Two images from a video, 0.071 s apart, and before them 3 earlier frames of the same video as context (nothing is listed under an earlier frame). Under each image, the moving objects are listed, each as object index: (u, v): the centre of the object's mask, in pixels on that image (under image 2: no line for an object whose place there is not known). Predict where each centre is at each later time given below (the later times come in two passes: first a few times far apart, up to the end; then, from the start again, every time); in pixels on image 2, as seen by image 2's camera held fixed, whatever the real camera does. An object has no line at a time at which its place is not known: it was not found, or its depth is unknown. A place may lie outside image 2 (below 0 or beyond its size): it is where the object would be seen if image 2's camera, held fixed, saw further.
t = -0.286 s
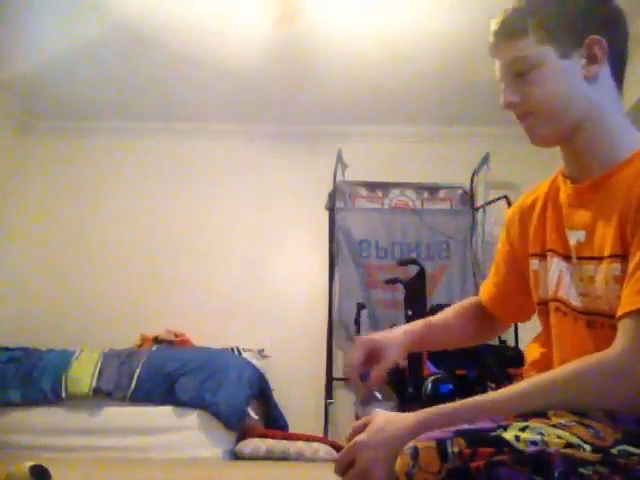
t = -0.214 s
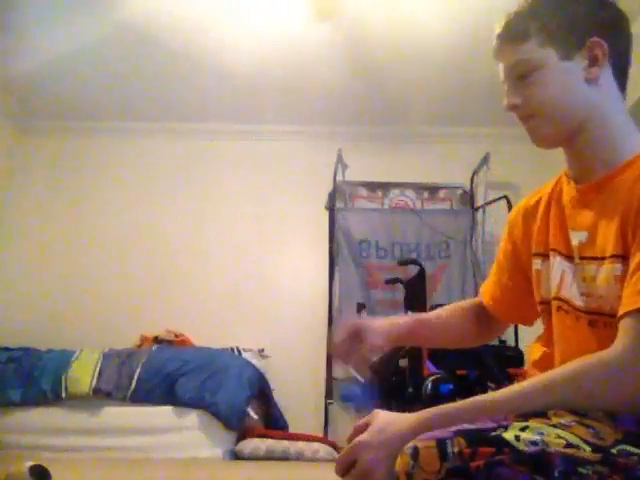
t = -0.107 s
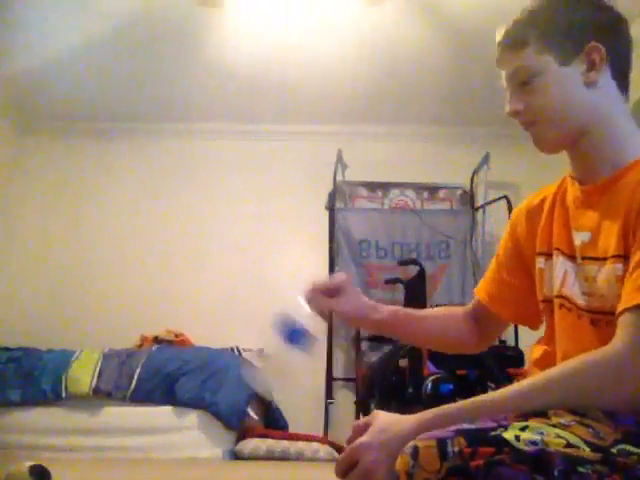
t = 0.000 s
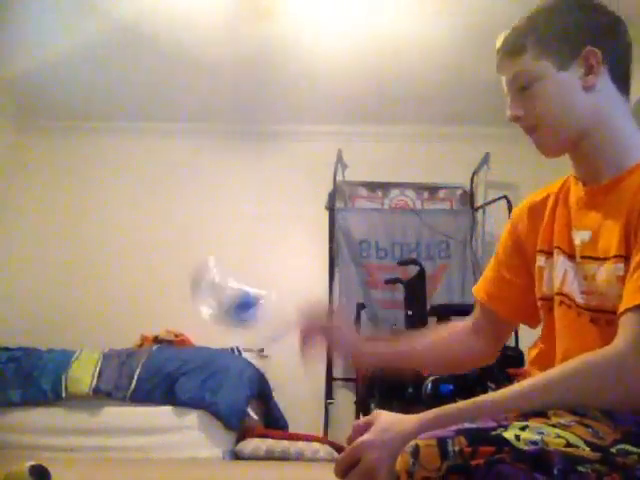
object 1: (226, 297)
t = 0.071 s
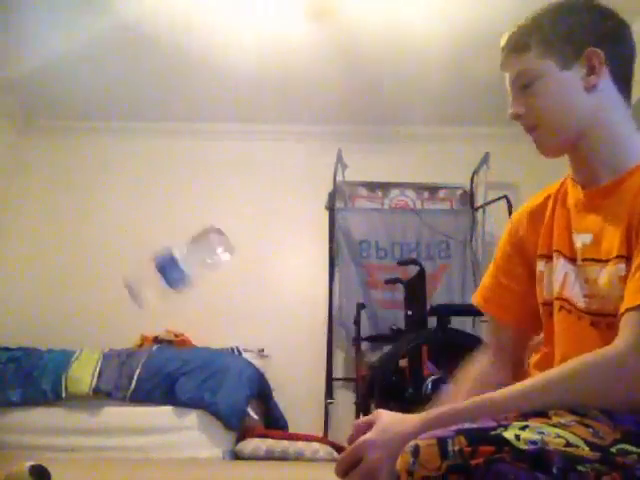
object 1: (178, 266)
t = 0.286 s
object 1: (154, 331)
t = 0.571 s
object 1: (137, 430)
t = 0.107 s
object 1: (173, 256)
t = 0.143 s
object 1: (172, 252)
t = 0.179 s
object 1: (173, 257)
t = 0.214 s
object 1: (168, 269)
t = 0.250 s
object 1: (162, 297)
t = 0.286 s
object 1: (154, 331)
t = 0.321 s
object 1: (146, 364)
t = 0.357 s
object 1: (136, 411)
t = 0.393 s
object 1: (134, 433)
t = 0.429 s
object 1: (135, 432)
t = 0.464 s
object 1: (134, 432)
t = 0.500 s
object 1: (135, 431)
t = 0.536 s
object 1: (136, 431)
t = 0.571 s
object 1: (137, 430)
